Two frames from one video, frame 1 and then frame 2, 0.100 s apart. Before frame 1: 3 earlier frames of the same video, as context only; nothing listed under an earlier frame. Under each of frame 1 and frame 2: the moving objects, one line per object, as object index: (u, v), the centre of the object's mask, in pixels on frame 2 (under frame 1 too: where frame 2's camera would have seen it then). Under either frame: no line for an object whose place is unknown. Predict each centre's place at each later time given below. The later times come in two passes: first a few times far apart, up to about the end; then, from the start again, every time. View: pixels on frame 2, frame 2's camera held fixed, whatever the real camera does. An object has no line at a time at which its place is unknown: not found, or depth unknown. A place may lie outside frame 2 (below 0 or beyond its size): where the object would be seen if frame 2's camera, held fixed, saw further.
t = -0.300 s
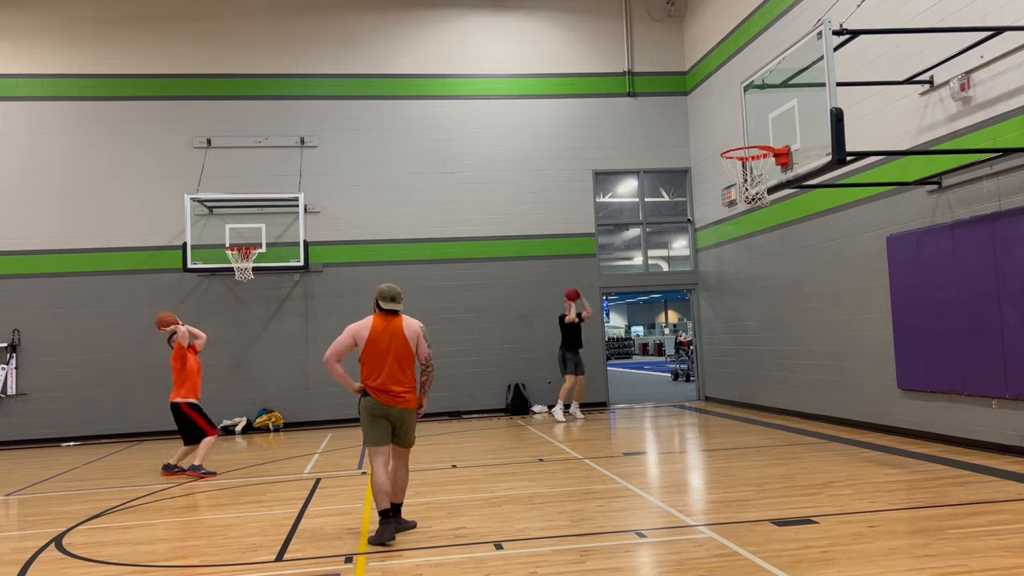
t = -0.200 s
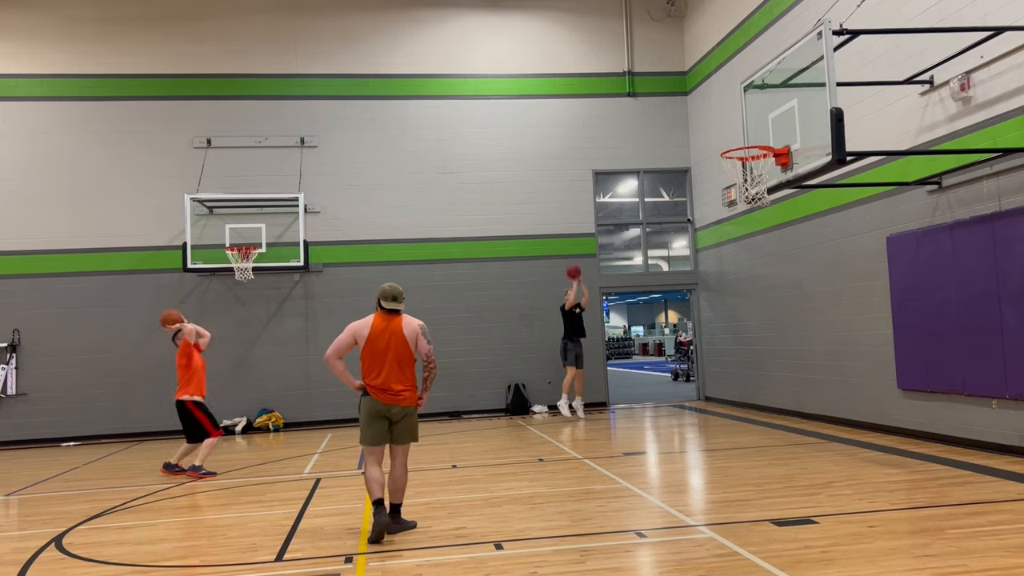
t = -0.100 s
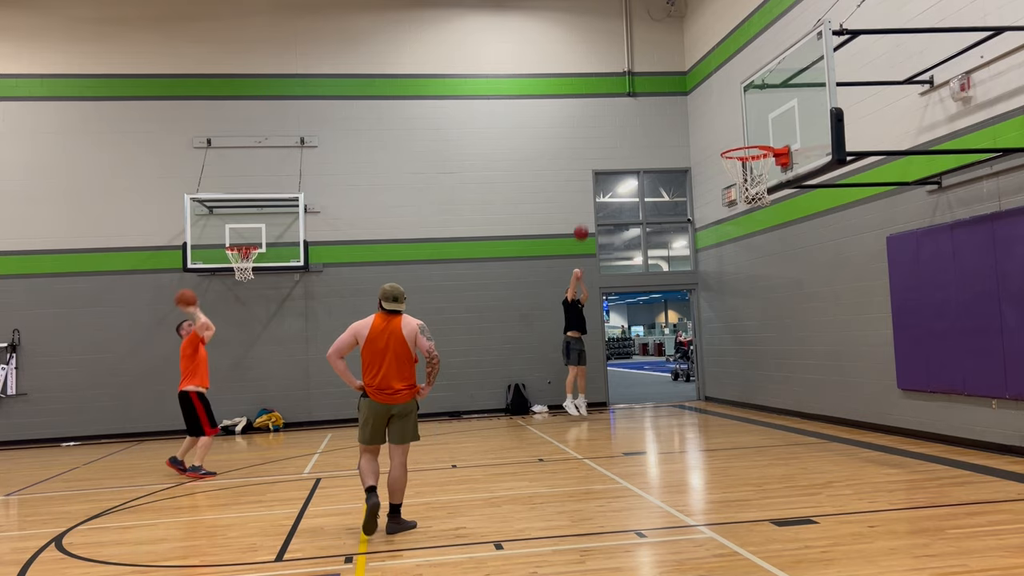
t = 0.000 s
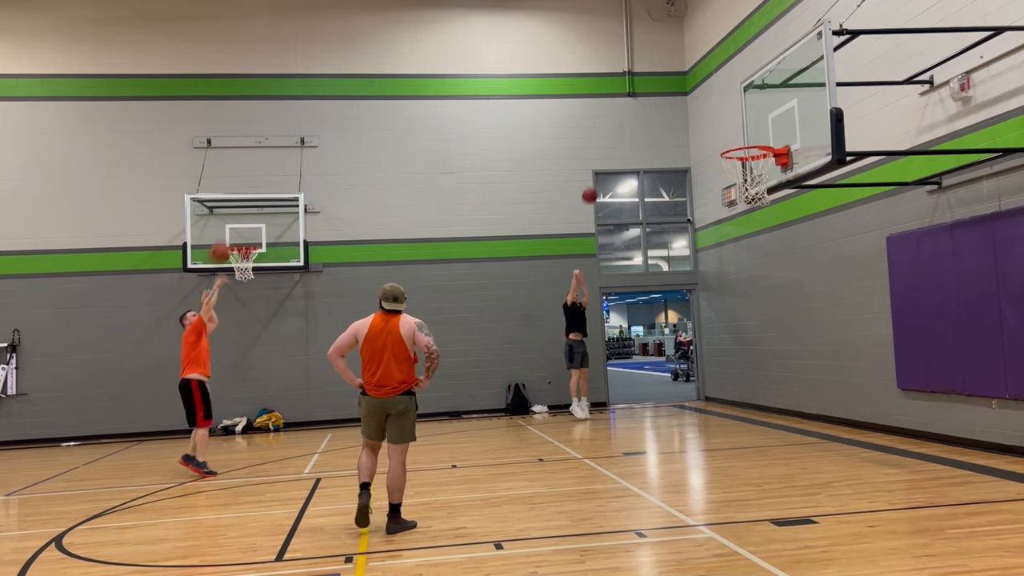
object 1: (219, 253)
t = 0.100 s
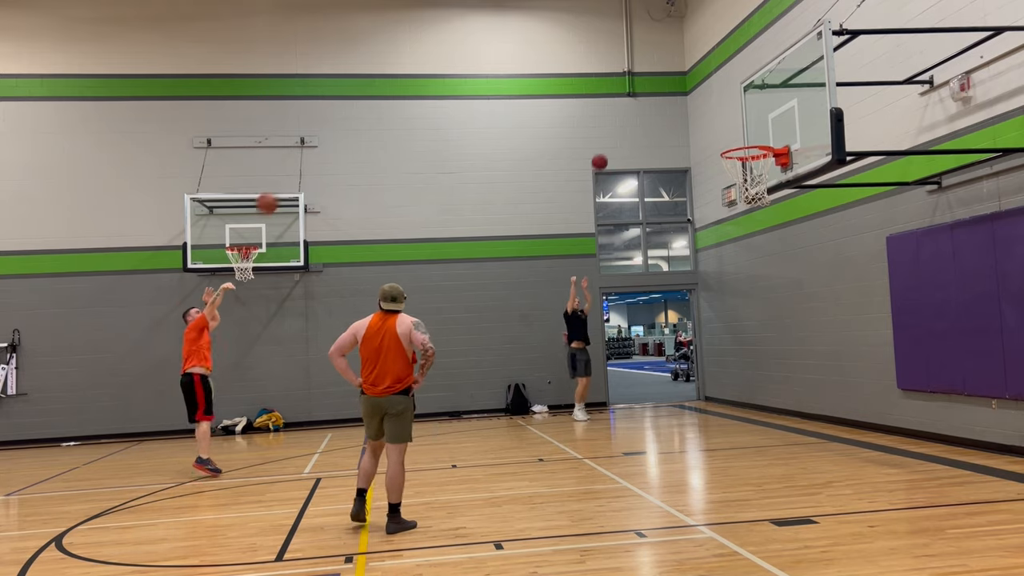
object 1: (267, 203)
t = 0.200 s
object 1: (315, 161)
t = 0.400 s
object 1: (412, 102)
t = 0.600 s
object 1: (515, 75)
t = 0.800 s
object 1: (624, 84)
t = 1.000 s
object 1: (734, 133)
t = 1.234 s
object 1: (774, 195)
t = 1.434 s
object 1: (797, 261)
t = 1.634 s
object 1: (826, 383)
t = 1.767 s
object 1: (845, 476)
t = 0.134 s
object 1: (283, 188)
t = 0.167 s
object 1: (299, 174)
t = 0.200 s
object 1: (315, 161)
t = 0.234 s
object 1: (331, 149)
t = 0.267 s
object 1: (347, 138)
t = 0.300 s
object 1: (362, 127)
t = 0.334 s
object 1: (379, 118)
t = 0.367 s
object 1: (395, 110)
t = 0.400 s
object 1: (412, 102)
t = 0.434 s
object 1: (428, 95)
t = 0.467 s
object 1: (445, 89)
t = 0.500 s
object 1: (462, 85)
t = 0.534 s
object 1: (479, 81)
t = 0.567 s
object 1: (497, 78)
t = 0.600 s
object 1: (515, 75)
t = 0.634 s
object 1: (533, 74)
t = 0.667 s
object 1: (551, 74)
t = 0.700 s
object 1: (569, 75)
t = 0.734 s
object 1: (587, 77)
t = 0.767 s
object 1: (605, 80)
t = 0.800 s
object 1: (624, 84)
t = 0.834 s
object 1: (643, 89)
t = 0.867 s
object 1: (663, 96)
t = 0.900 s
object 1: (682, 103)
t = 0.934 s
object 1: (702, 112)
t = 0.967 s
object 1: (722, 121)
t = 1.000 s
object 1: (734, 133)
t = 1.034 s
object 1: (744, 144)
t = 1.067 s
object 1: (752, 159)
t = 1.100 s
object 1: (761, 174)
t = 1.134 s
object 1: (765, 179)
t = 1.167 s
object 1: (768, 183)
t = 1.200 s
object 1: (771, 189)
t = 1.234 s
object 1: (774, 195)
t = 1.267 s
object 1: (778, 202)
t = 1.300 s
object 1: (781, 211)
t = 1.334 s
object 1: (785, 222)
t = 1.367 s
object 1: (789, 234)
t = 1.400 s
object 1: (793, 247)
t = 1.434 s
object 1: (797, 261)
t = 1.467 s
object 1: (801, 278)
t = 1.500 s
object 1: (806, 296)
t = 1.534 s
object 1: (811, 315)
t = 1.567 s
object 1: (816, 336)
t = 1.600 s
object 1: (821, 358)
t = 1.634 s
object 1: (826, 383)
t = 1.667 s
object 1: (832, 410)
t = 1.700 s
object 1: (837, 436)
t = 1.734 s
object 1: (844, 467)
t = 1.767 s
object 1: (845, 476)
